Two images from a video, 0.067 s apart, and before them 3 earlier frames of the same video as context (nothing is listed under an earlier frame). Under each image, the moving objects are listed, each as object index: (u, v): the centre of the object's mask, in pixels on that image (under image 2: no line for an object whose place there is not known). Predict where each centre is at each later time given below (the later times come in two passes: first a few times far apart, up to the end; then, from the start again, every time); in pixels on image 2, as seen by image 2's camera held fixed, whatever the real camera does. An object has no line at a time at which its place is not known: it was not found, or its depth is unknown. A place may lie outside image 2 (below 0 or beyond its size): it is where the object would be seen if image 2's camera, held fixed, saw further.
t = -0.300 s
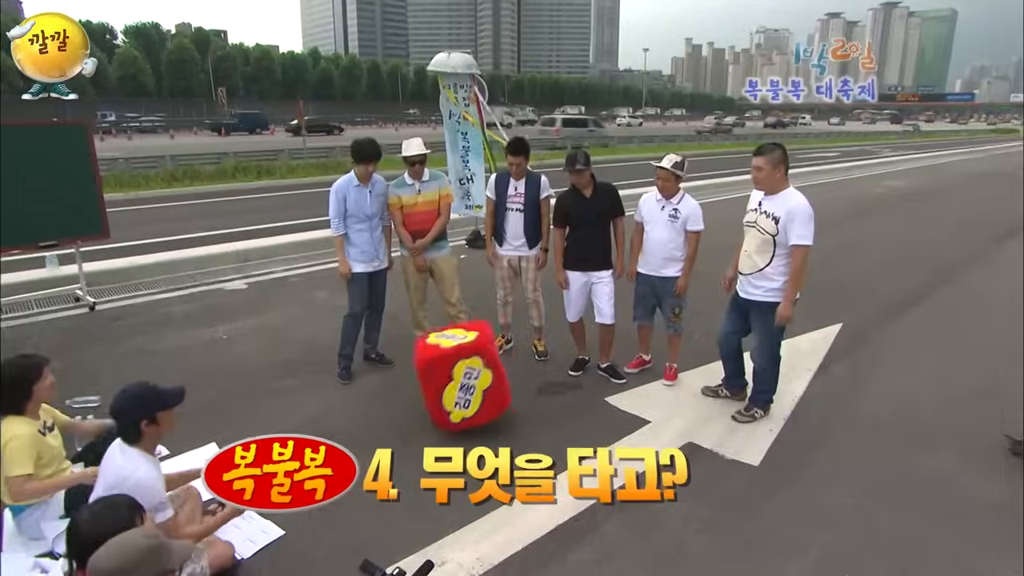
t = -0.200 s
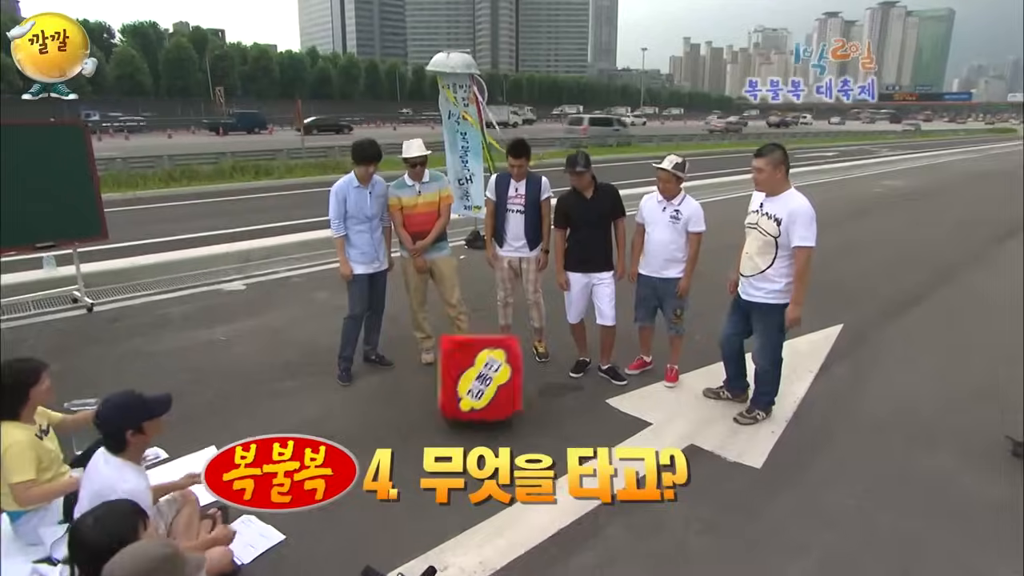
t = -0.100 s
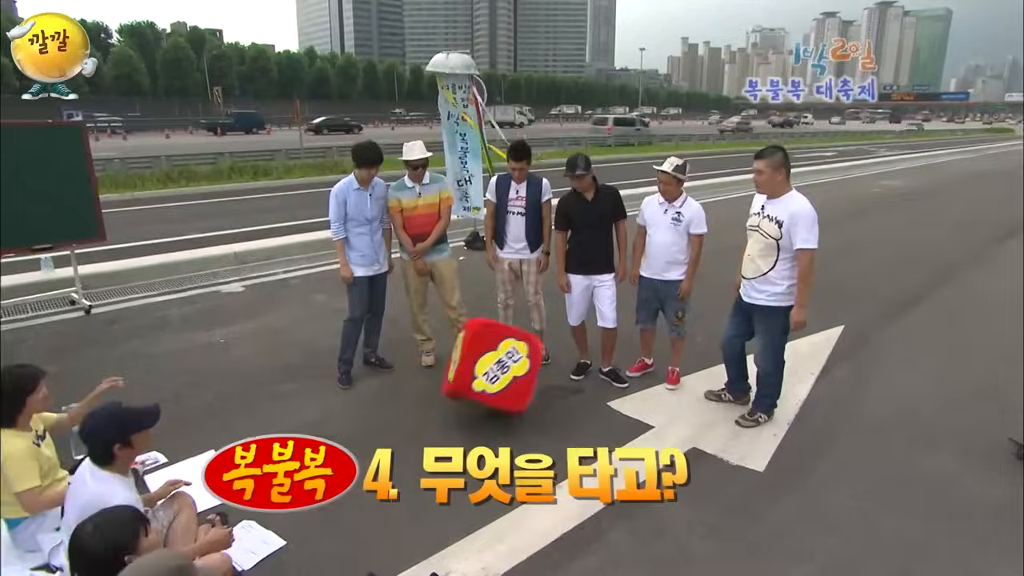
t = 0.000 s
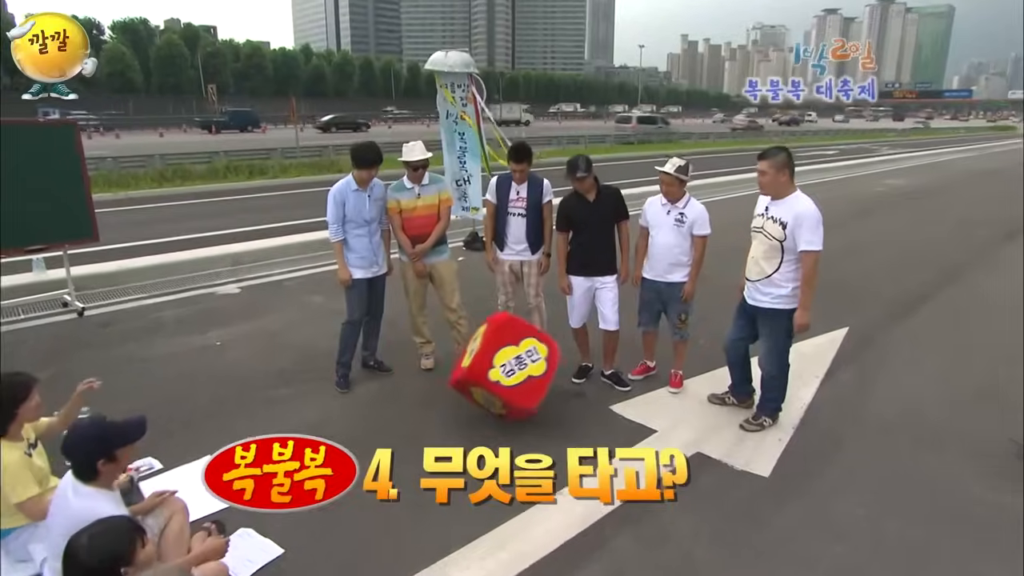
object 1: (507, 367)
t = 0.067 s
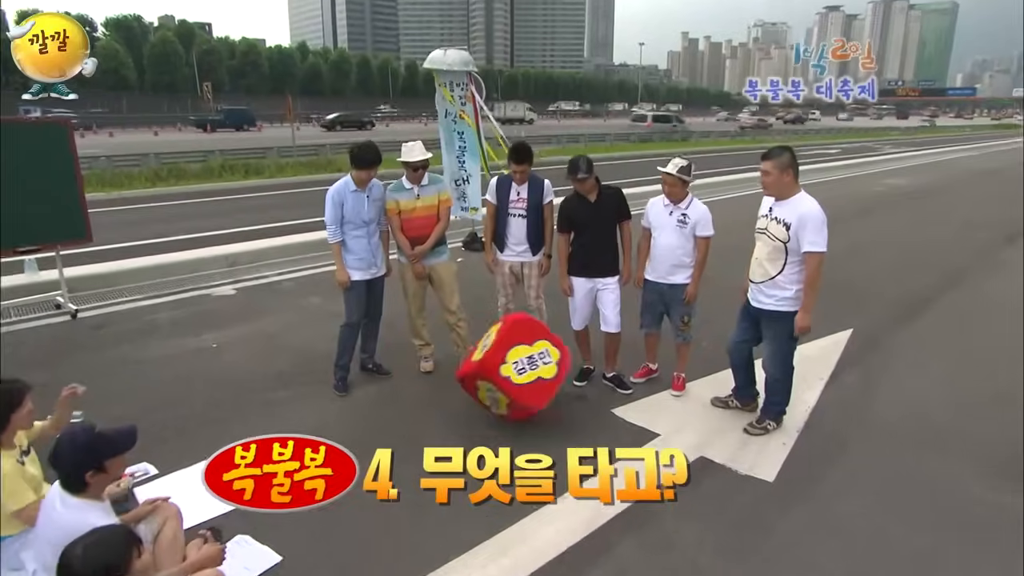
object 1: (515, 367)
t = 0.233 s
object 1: (536, 369)
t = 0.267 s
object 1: (542, 370)
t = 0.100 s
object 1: (519, 368)
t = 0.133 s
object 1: (524, 368)
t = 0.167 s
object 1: (528, 368)
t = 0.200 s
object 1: (532, 368)
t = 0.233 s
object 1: (536, 369)
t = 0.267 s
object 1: (542, 370)
